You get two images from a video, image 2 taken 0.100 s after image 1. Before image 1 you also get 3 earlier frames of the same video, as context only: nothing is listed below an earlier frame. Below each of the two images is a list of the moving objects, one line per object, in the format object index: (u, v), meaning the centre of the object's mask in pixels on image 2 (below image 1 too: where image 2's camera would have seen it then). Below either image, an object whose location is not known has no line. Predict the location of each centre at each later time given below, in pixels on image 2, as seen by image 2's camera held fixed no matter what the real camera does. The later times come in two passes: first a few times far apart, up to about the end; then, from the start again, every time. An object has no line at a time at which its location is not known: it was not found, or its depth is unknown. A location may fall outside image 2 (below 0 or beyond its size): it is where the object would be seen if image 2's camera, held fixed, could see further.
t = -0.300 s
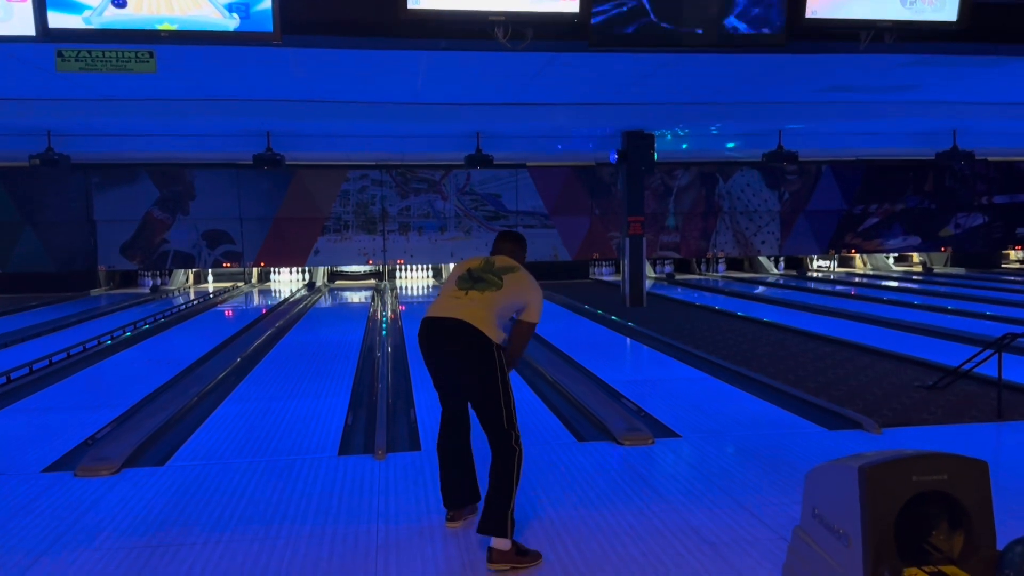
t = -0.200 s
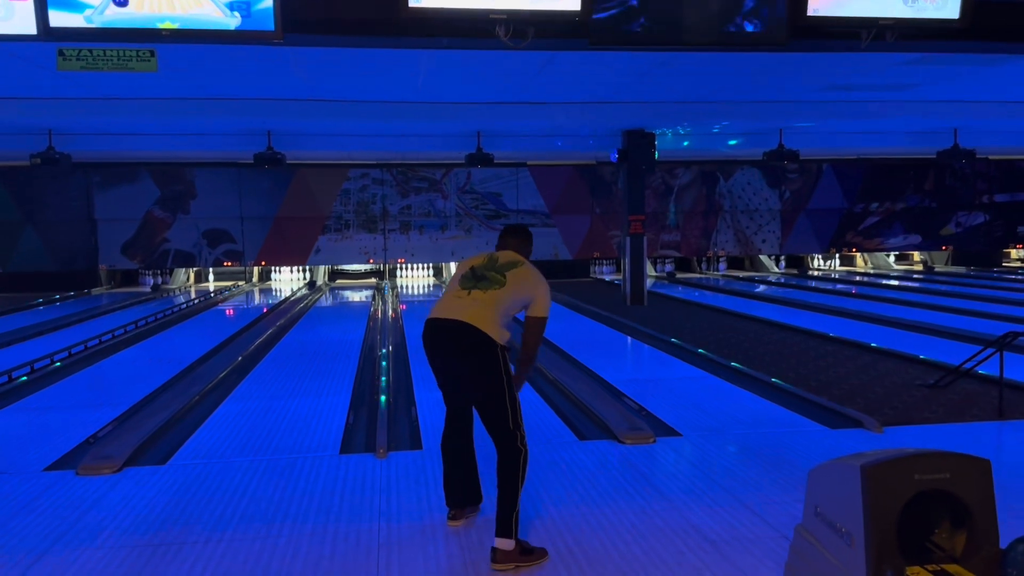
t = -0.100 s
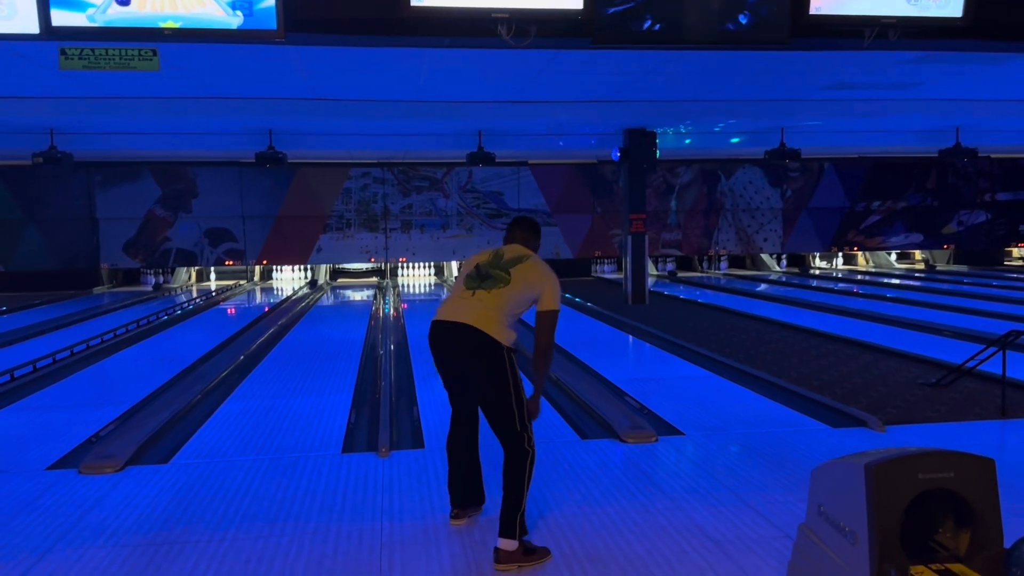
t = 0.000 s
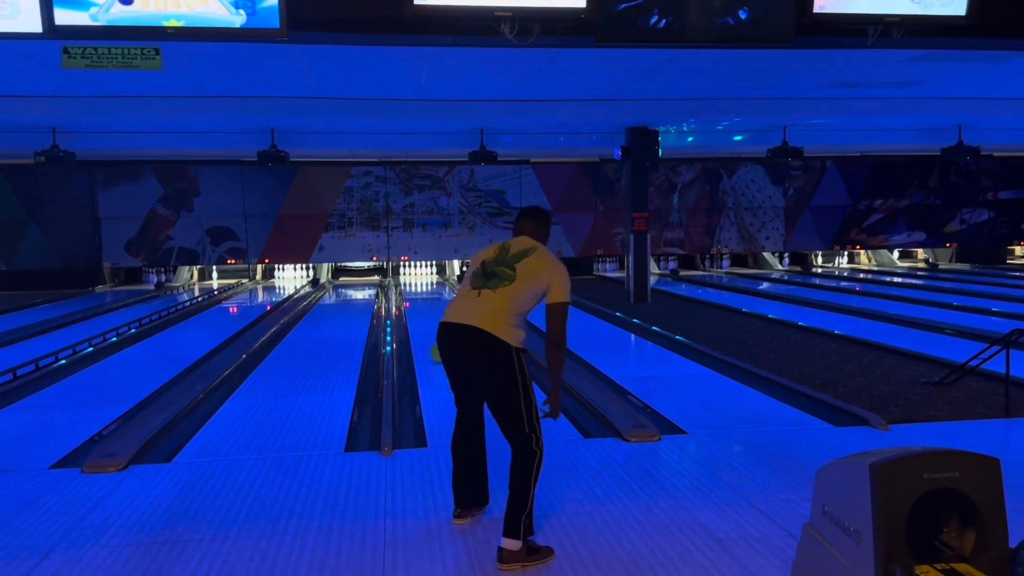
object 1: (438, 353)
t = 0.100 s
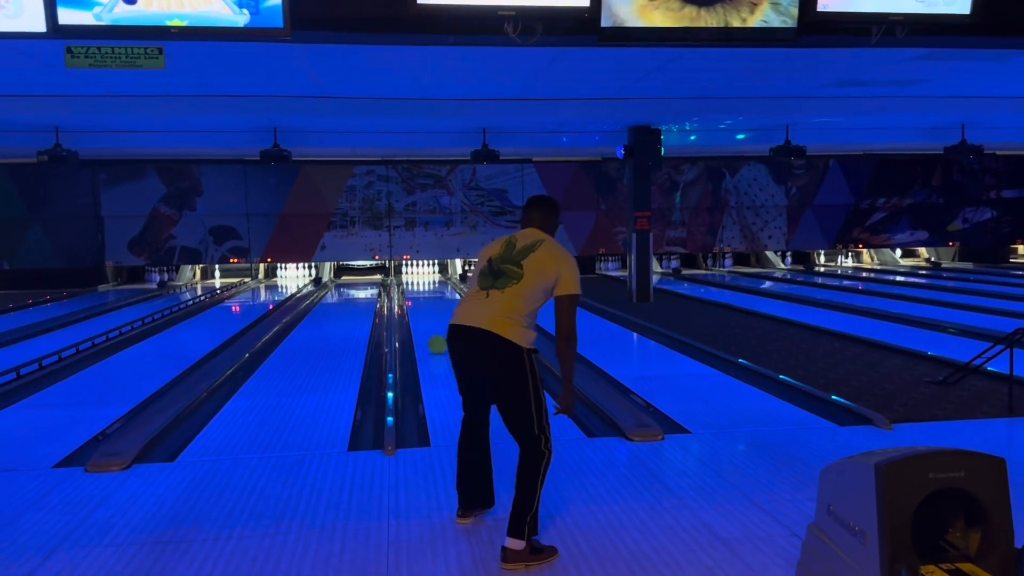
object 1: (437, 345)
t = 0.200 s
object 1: (433, 339)
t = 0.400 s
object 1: (425, 327)
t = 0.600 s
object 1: (419, 319)
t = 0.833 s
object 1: (414, 310)
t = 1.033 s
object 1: (410, 304)
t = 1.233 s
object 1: (407, 299)
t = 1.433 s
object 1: (404, 296)
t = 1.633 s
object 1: (401, 294)
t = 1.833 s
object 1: (400, 290)
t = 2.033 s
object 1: (399, 288)
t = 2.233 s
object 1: (399, 285)
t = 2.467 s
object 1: (399, 283)
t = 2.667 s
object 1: (399, 280)
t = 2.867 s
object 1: (399, 277)
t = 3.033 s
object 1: (399, 274)
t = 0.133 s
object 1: (436, 343)
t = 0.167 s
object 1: (435, 340)
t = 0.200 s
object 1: (433, 339)
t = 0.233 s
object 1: (432, 336)
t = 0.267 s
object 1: (430, 334)
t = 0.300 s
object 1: (429, 333)
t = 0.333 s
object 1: (428, 331)
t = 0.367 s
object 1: (426, 329)
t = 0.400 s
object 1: (425, 327)
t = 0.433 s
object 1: (424, 326)
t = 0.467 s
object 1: (423, 325)
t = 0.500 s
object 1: (422, 323)
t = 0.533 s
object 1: (421, 321)
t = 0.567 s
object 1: (420, 320)
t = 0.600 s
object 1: (419, 319)
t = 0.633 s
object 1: (418, 318)
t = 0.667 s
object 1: (418, 316)
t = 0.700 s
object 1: (417, 315)
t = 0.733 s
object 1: (416, 314)
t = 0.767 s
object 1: (415, 313)
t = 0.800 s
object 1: (415, 312)
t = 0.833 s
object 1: (414, 310)
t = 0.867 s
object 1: (414, 309)
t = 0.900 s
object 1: (413, 308)
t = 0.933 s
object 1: (412, 307)
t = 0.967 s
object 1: (411, 306)
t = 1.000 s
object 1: (411, 305)
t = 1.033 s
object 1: (410, 304)
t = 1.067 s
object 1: (409, 303)
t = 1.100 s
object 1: (409, 302)
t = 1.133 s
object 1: (409, 302)
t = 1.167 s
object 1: (408, 301)
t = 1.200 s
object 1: (408, 300)
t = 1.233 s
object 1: (407, 299)
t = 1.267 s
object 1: (407, 298)
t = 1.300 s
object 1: (406, 298)
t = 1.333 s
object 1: (406, 297)
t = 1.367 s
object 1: (405, 296)
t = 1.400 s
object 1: (405, 296)
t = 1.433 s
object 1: (404, 296)
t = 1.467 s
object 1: (402, 296)
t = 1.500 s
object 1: (401, 296)
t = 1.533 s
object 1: (401, 296)
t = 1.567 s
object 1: (400, 295)
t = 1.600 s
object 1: (401, 294)
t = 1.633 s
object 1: (401, 294)
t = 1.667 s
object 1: (401, 293)
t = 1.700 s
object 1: (400, 293)
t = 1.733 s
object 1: (400, 293)
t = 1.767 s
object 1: (400, 292)
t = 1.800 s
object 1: (400, 291)
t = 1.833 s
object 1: (400, 290)
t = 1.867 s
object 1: (400, 290)
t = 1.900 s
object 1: (400, 289)
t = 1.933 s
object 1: (400, 288)
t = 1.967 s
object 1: (400, 288)
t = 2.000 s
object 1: (400, 288)
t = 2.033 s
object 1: (399, 288)
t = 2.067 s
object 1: (399, 287)
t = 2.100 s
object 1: (399, 287)
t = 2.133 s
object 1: (399, 287)
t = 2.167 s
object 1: (399, 287)
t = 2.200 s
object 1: (399, 286)
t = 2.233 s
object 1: (399, 285)
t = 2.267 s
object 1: (399, 285)
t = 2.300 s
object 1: (400, 285)
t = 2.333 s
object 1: (399, 284)
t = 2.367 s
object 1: (399, 284)
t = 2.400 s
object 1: (400, 284)
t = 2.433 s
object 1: (399, 282)
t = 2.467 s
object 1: (399, 283)
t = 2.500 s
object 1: (399, 281)
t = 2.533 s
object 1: (399, 281)
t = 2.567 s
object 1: (399, 282)
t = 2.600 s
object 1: (399, 281)
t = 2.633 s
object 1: (399, 280)
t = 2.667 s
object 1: (399, 280)
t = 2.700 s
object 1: (399, 279)
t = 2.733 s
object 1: (399, 279)
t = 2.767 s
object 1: (399, 279)
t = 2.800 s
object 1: (399, 278)
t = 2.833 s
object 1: (399, 278)
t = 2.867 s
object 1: (399, 277)
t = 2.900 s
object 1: (399, 277)
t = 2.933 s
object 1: (399, 277)
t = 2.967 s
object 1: (399, 276)
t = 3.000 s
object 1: (399, 275)
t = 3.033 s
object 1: (399, 274)
